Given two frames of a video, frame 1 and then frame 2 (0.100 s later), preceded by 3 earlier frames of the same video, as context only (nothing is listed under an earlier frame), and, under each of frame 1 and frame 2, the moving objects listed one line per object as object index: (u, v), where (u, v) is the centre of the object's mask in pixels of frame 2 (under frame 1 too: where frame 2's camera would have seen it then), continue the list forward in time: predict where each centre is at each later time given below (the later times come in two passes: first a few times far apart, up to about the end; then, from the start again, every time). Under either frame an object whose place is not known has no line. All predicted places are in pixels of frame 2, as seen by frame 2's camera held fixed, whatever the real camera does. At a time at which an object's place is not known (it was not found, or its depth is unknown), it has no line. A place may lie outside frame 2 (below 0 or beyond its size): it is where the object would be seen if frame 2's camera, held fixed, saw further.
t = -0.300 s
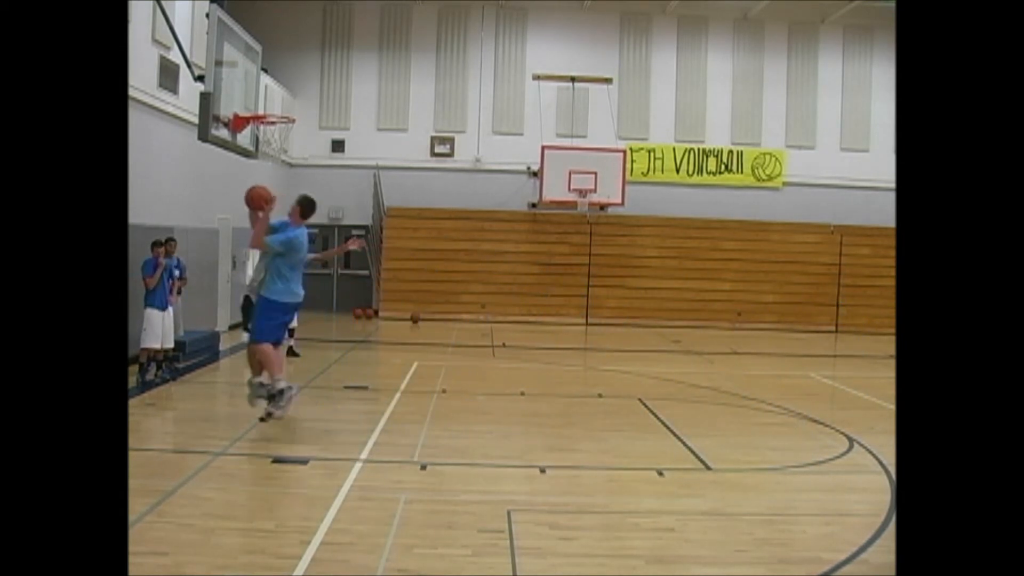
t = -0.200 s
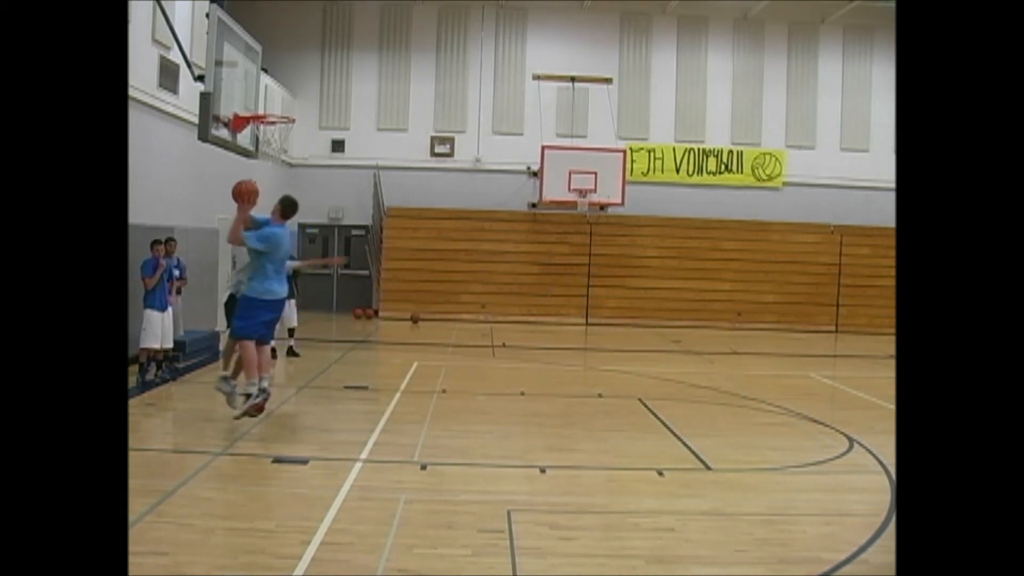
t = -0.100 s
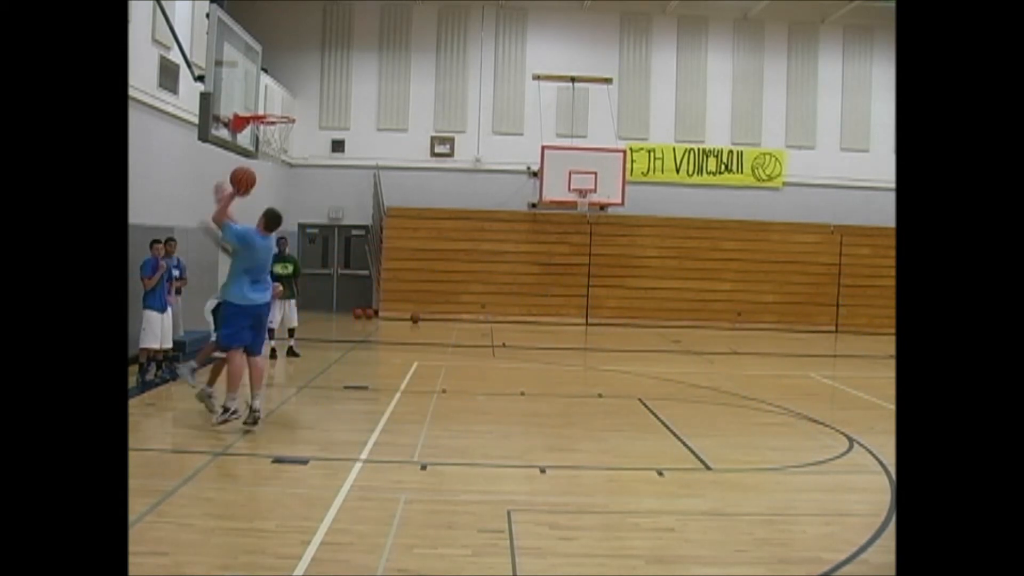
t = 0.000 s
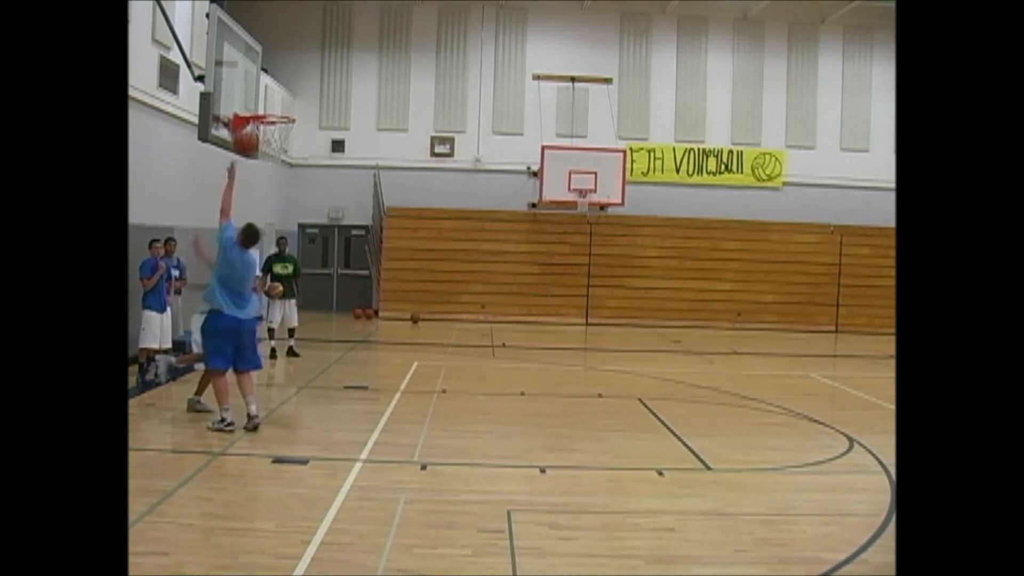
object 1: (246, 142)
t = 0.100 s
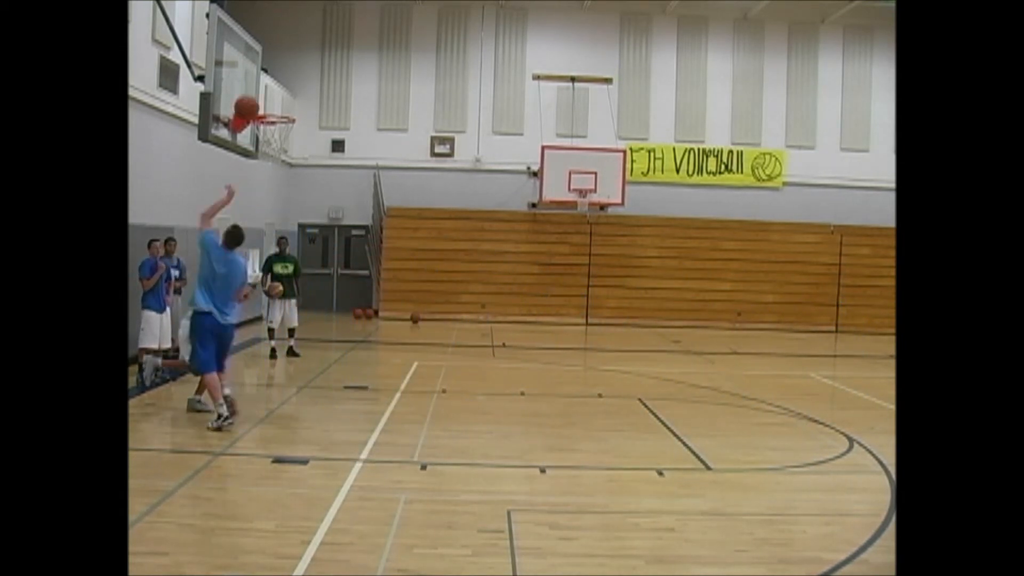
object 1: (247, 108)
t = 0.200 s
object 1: (247, 84)
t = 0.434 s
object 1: (250, 73)
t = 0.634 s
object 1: (265, 108)
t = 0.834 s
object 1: (278, 89)
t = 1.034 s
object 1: (289, 103)
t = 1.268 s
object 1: (300, 164)
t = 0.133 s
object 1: (246, 99)
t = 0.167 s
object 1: (247, 91)
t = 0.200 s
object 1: (247, 84)
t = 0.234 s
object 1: (247, 79)
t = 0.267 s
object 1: (247, 75)
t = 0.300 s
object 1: (247, 72)
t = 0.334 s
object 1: (247, 71)
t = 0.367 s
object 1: (247, 70)
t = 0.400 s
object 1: (247, 70)
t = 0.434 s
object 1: (250, 73)
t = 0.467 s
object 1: (252, 77)
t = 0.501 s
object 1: (255, 82)
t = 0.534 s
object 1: (257, 88)
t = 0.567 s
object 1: (260, 95)
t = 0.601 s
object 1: (262, 102)
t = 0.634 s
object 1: (265, 108)
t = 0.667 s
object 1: (267, 104)
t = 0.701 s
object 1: (269, 99)
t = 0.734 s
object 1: (272, 95)
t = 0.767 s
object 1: (273, 92)
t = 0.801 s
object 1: (276, 90)
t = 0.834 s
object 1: (278, 89)
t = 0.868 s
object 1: (280, 89)
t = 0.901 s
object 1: (282, 89)
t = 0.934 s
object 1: (283, 91)
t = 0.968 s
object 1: (285, 94)
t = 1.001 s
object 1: (287, 98)
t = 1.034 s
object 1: (289, 103)
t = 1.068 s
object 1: (290, 108)
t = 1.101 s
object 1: (292, 115)
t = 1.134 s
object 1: (294, 123)
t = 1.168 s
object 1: (295, 132)
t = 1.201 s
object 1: (297, 142)
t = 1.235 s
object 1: (298, 152)
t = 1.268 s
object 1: (300, 164)
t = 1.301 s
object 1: (301, 177)
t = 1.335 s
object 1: (302, 190)
